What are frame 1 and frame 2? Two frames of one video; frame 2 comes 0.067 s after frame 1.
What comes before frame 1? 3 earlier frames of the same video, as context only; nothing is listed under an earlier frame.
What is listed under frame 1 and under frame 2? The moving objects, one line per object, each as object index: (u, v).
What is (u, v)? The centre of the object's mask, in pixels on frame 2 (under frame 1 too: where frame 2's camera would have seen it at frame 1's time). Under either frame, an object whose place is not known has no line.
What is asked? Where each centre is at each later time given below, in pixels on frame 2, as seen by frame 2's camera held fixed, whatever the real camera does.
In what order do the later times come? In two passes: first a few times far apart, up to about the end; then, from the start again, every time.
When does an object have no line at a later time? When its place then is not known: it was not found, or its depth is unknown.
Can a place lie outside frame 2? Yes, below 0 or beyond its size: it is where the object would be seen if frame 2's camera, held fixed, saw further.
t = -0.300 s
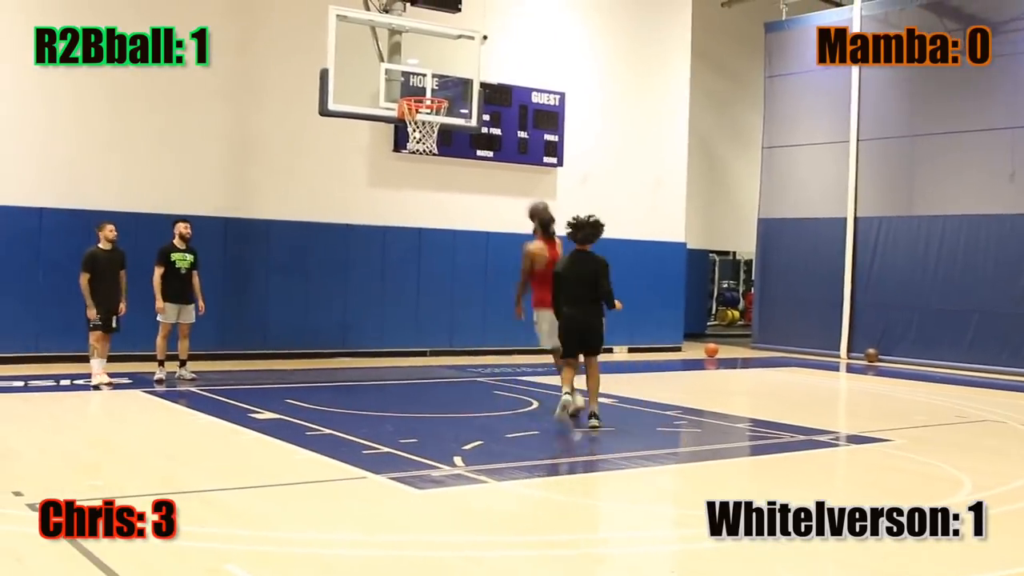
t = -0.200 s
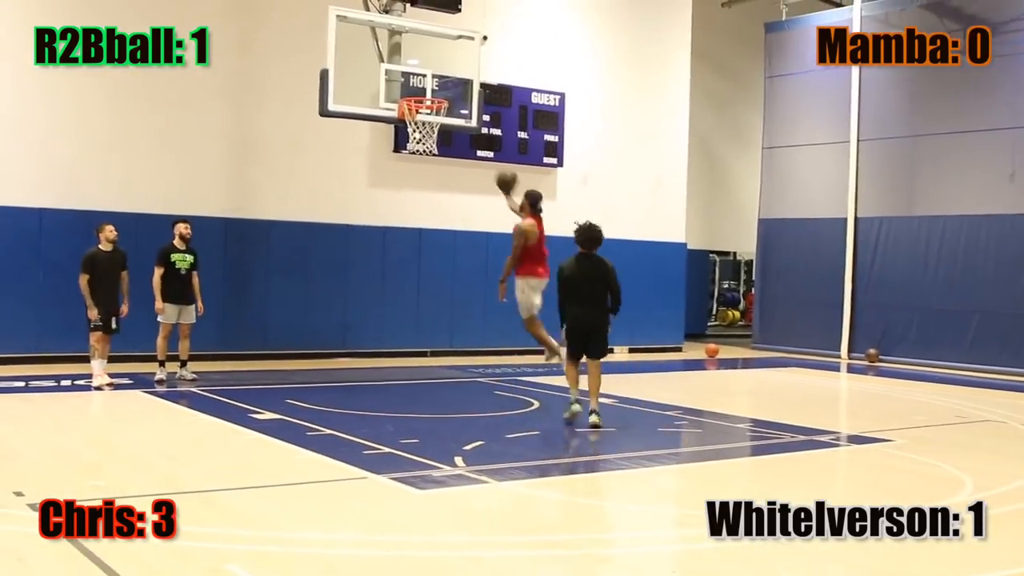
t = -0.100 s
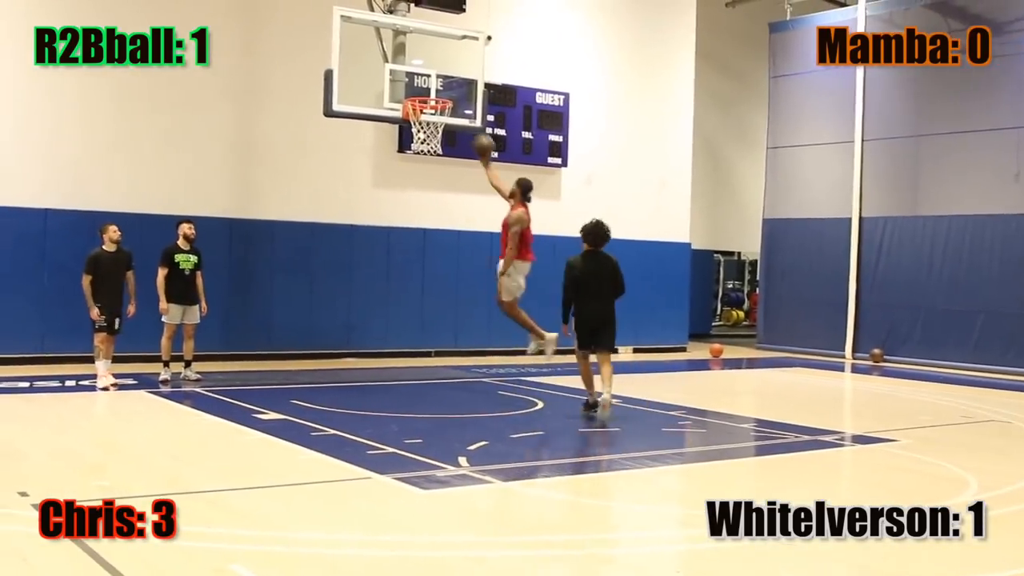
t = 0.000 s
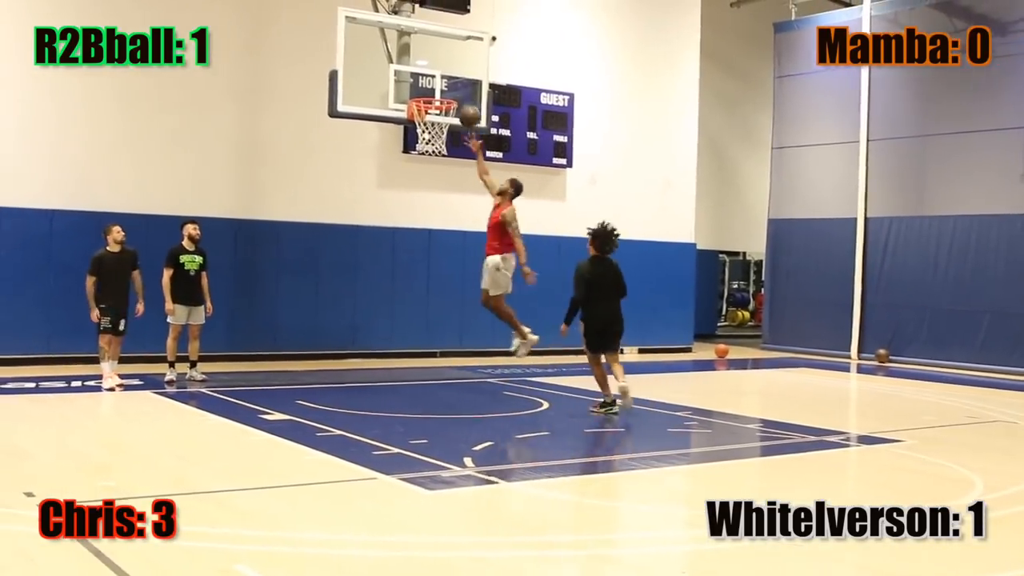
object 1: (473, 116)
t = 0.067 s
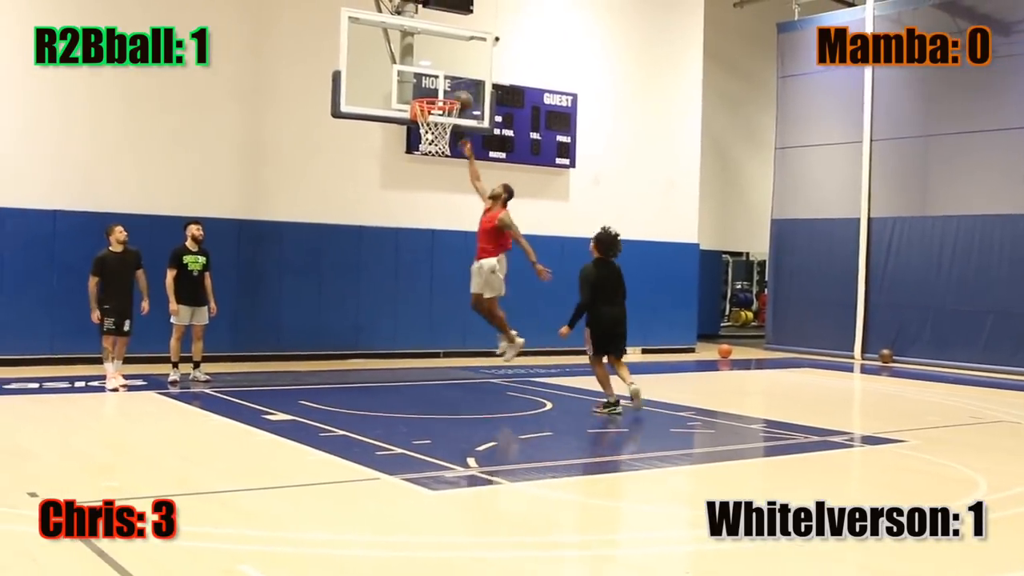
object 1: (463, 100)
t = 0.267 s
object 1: (445, 78)
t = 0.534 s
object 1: (441, 98)
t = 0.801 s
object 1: (426, 158)
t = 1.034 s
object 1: (418, 238)
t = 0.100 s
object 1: (456, 93)
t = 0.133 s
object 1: (451, 90)
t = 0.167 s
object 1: (446, 86)
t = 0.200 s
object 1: (445, 83)
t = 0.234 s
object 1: (445, 80)
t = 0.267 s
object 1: (445, 78)
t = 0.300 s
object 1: (445, 77)
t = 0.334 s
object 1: (444, 77)
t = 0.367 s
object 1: (443, 78)
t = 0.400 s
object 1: (443, 81)
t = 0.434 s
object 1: (443, 84)
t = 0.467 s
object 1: (443, 88)
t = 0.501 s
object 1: (442, 91)
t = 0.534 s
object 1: (441, 98)
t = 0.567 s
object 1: (437, 108)
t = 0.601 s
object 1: (436, 114)
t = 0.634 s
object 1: (433, 121)
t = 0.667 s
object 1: (428, 117)
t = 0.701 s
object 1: (431, 149)
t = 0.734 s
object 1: (429, 148)
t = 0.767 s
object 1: (427, 150)
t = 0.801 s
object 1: (426, 158)
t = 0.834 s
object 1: (424, 166)
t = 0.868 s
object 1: (423, 175)
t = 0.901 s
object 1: (422, 186)
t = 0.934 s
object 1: (421, 197)
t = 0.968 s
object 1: (420, 211)
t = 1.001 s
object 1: (419, 225)
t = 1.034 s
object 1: (418, 238)
